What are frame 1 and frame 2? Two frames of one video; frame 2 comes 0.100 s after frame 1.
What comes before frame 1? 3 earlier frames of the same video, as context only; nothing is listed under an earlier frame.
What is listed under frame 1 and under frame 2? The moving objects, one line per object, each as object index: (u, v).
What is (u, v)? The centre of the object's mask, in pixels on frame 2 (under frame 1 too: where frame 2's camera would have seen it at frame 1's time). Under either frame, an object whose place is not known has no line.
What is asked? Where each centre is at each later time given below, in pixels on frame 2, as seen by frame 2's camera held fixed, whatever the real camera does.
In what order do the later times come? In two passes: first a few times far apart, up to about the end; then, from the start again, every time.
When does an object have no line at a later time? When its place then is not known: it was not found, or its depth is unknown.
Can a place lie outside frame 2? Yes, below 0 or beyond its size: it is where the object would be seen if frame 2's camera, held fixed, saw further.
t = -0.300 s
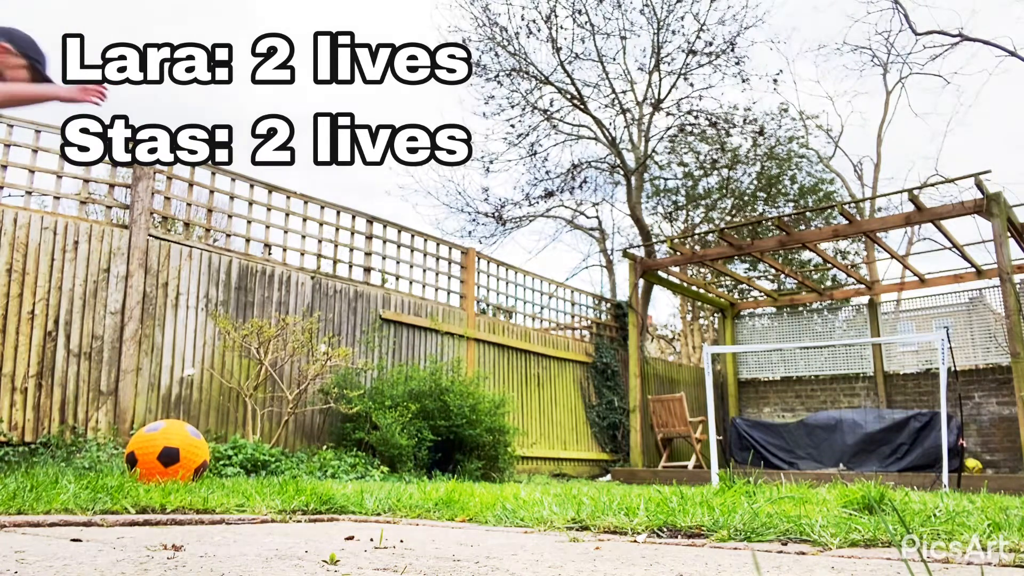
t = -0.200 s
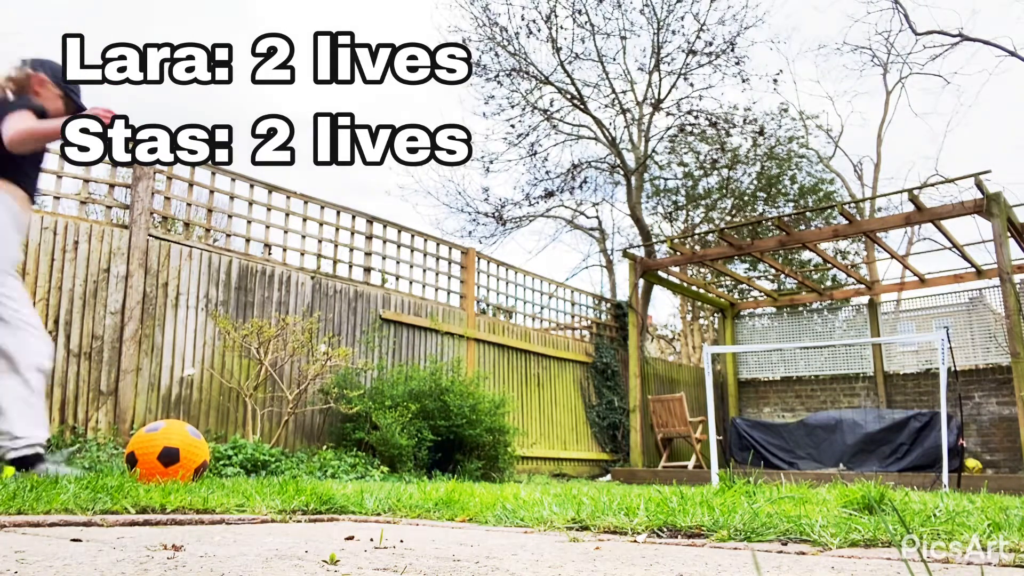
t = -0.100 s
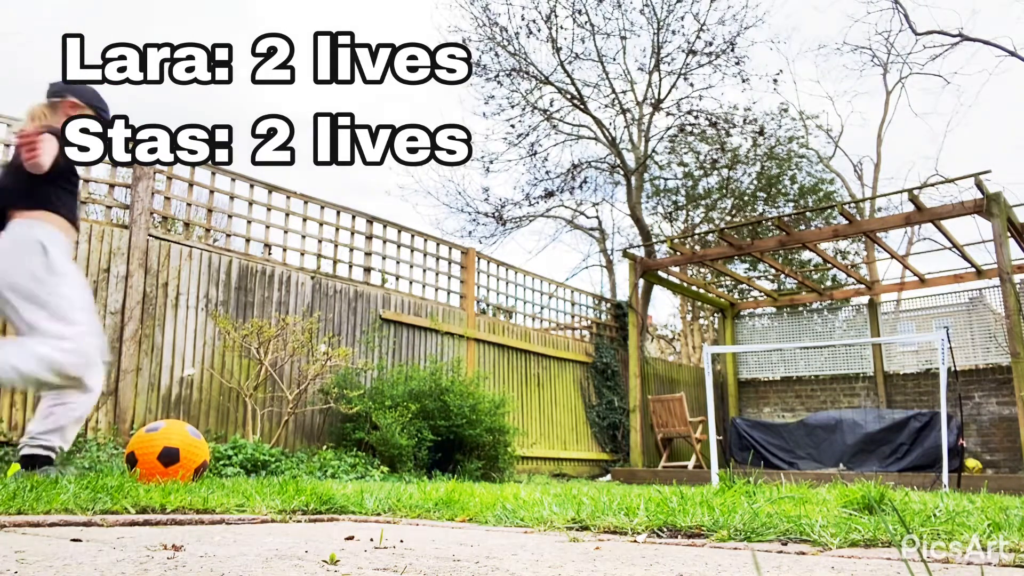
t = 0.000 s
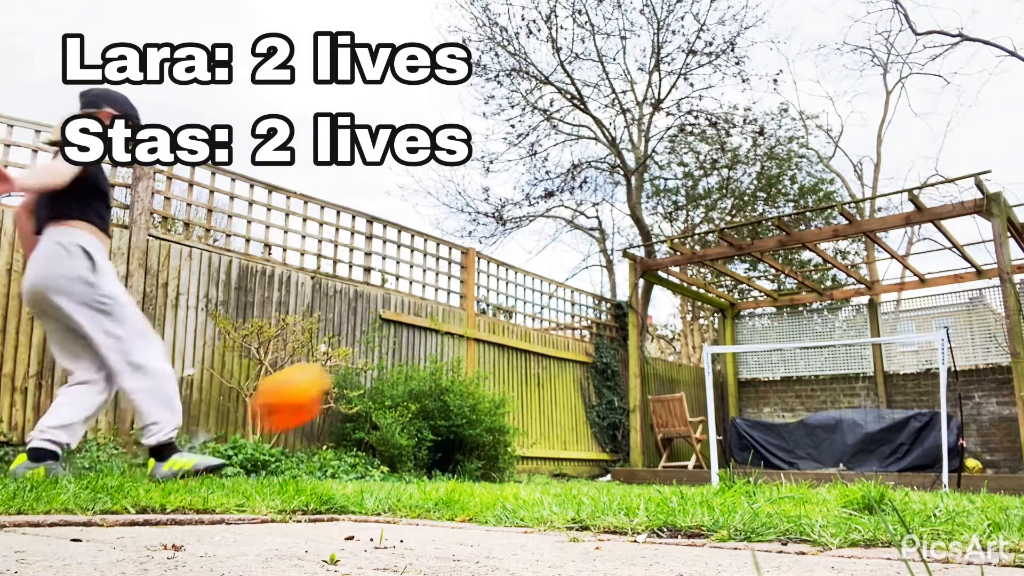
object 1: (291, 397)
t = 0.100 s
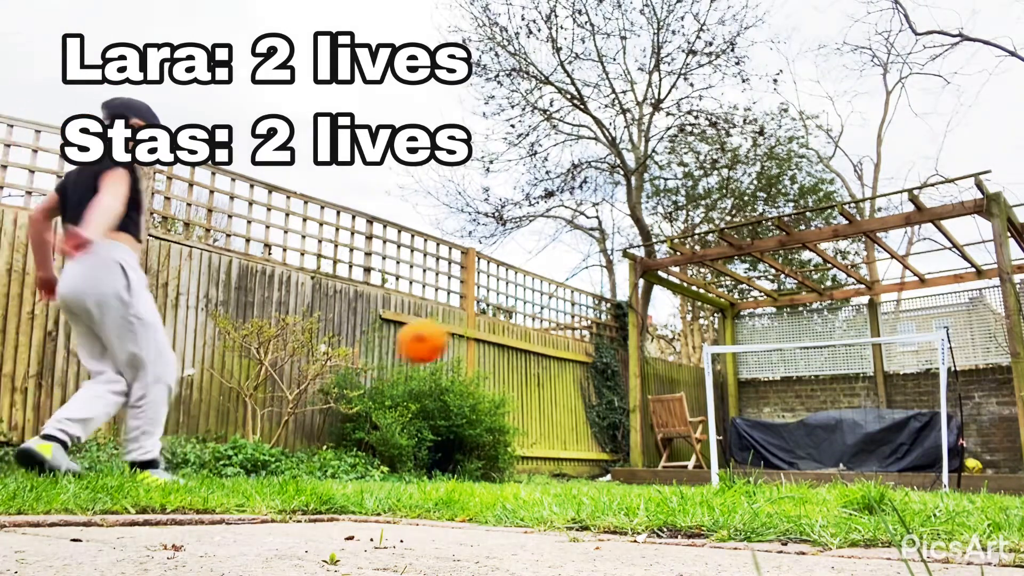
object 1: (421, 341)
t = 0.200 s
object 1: (499, 322)
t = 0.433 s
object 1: (592, 336)
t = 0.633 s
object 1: (633, 375)
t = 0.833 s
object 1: (660, 430)
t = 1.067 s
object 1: (655, 448)
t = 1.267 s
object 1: (683, 461)
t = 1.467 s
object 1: (705, 458)
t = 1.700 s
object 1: (735, 456)
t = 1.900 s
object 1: (758, 458)
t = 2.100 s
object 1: (780, 459)
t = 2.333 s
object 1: (808, 461)
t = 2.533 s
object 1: (834, 461)
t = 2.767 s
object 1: (861, 462)
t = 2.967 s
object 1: (888, 462)
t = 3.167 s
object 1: (913, 462)
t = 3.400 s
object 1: (942, 463)
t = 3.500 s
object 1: (963, 463)
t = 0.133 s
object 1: (453, 332)
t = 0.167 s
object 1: (479, 326)
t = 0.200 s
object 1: (499, 322)
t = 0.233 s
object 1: (517, 320)
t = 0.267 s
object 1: (534, 319)
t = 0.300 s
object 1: (547, 321)
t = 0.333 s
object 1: (560, 323)
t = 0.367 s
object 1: (572, 327)
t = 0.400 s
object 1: (583, 331)
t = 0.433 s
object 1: (592, 336)
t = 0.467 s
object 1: (600, 341)
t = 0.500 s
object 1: (607, 346)
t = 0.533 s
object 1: (614, 352)
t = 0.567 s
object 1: (619, 360)
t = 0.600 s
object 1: (627, 367)
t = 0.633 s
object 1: (633, 375)
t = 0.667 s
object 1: (638, 385)
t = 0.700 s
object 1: (643, 393)
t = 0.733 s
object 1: (647, 402)
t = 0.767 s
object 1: (651, 410)
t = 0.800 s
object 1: (656, 421)
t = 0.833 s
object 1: (660, 430)
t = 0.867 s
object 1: (664, 442)
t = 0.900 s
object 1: (668, 451)
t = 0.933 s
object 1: (680, 453)
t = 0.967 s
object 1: (683, 452)
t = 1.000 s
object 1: (675, 451)
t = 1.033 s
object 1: (665, 448)
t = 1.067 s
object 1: (655, 448)
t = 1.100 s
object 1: (657, 448)
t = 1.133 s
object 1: (662, 449)
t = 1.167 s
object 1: (668, 451)
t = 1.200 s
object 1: (673, 454)
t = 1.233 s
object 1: (678, 458)
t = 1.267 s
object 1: (683, 461)
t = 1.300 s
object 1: (687, 460)
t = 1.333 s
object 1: (691, 458)
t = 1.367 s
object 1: (696, 455)
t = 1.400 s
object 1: (700, 455)
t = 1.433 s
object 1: (703, 457)
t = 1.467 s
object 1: (705, 458)
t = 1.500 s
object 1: (707, 460)
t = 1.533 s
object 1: (721, 461)
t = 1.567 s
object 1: (722, 458)
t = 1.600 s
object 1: (725, 457)
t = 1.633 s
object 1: (727, 456)
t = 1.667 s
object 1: (732, 455)
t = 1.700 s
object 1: (735, 456)
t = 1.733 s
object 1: (738, 459)
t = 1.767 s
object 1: (741, 460)
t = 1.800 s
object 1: (745, 461)
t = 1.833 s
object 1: (750, 459)
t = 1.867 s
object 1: (754, 458)
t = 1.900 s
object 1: (758, 458)
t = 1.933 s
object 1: (762, 460)
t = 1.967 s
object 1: (766, 461)
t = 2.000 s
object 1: (770, 461)
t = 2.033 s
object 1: (773, 460)
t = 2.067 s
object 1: (776, 459)
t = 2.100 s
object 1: (780, 459)
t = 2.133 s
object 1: (783, 459)
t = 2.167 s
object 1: (787, 461)
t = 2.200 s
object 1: (791, 461)
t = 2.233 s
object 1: (795, 462)
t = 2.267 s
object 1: (799, 462)
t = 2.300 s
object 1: (803, 461)
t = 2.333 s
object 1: (808, 461)
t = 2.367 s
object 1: (813, 461)
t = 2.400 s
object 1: (817, 462)
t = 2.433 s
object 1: (822, 462)
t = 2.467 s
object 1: (826, 462)
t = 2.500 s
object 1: (830, 462)
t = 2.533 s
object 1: (834, 461)
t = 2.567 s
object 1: (837, 461)
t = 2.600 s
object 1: (841, 462)
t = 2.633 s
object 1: (845, 461)
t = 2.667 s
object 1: (848, 461)
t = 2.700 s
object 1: (852, 462)
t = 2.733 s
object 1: (857, 463)
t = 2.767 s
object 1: (861, 462)
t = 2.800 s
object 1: (865, 463)
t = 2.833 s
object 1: (870, 462)
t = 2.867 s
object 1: (874, 462)
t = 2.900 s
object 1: (879, 462)
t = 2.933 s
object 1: (883, 462)
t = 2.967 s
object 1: (888, 462)
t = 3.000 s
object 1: (893, 463)
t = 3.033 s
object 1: (897, 463)
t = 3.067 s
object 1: (901, 463)
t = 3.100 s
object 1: (905, 463)
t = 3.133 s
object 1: (909, 463)
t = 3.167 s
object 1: (913, 462)
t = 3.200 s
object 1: (917, 462)
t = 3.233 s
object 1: (921, 462)
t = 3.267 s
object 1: (925, 462)
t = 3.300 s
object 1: (929, 463)
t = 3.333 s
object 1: (932, 463)
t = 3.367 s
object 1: (933, 463)
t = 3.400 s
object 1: (942, 463)
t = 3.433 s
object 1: (948, 462)
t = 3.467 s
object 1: (952, 462)
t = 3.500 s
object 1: (963, 463)
